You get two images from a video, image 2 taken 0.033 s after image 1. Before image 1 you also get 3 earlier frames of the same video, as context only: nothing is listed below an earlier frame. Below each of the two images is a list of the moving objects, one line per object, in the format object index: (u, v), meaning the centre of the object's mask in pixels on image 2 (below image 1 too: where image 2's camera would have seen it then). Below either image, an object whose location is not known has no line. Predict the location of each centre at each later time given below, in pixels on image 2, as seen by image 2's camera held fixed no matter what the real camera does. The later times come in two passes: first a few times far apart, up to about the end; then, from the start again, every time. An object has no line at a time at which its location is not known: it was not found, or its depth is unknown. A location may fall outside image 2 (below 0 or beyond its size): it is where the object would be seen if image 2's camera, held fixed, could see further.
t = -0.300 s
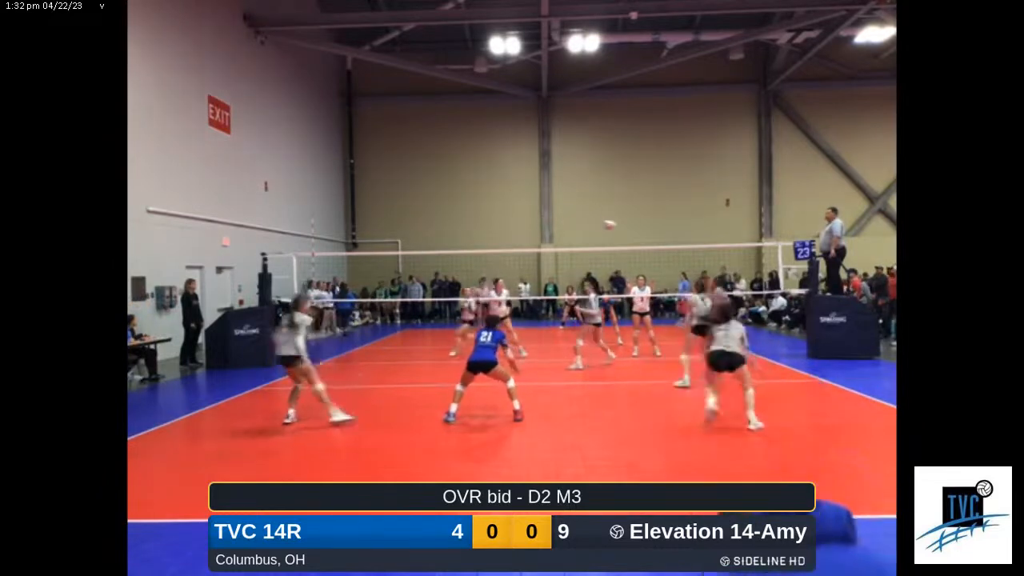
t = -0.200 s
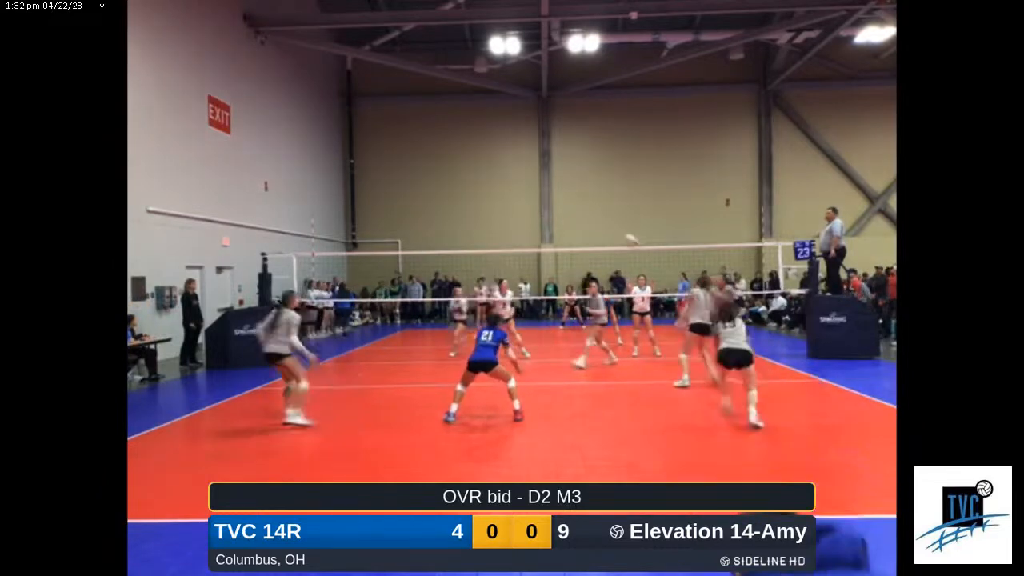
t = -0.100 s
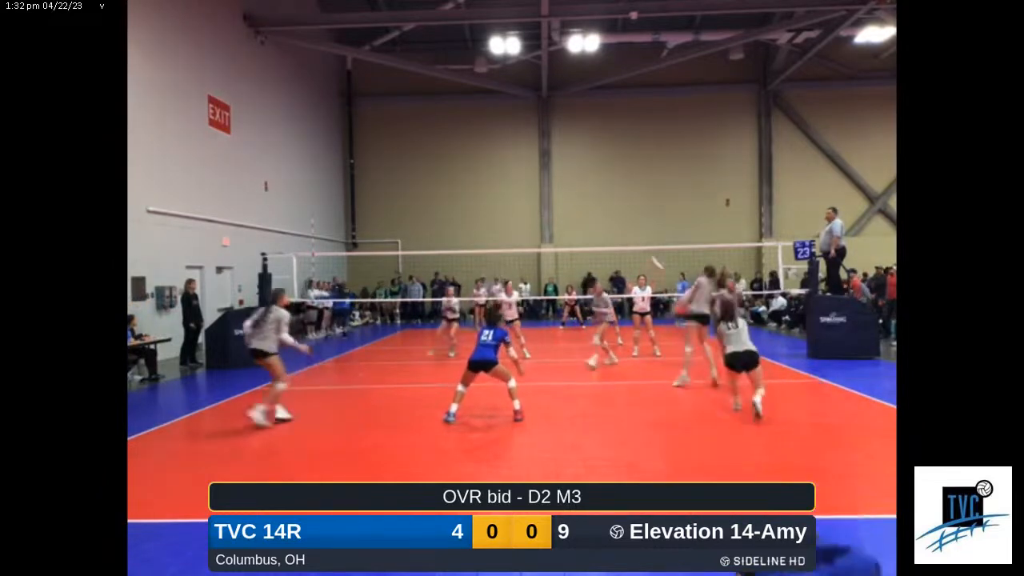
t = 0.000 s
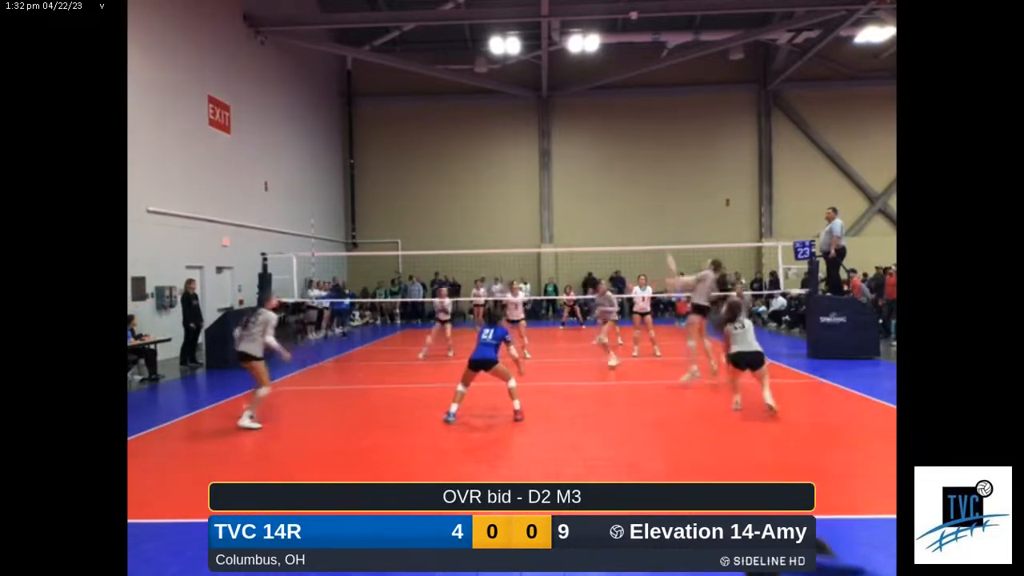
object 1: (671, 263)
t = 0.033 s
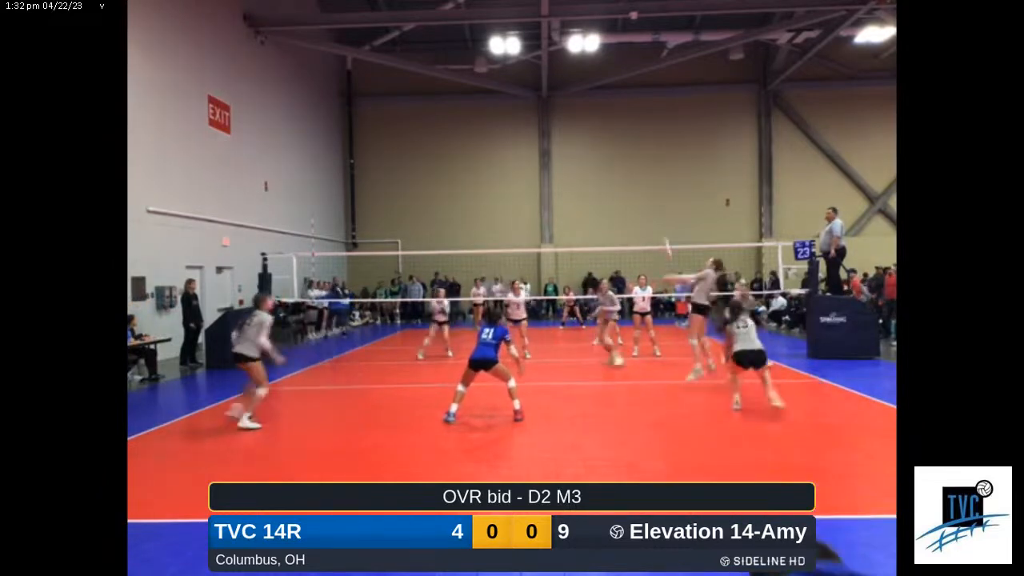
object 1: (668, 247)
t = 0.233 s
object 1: (645, 171)
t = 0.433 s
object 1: (628, 127)
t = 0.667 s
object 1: (612, 110)
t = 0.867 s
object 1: (600, 117)
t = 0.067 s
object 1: (663, 231)
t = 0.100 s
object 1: (659, 217)
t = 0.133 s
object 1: (656, 204)
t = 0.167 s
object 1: (653, 193)
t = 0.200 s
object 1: (650, 181)
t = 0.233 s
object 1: (645, 171)
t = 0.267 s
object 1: (641, 161)
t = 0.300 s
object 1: (638, 153)
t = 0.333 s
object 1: (636, 146)
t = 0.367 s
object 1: (633, 139)
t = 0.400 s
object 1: (631, 133)
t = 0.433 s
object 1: (628, 127)
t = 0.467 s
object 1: (626, 123)
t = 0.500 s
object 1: (623, 120)
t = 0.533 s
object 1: (620, 116)
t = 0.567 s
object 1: (618, 114)
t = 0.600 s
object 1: (616, 112)
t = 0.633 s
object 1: (614, 111)
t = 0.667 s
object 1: (612, 110)
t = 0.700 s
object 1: (609, 110)
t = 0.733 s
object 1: (607, 110)
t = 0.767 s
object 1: (605, 111)
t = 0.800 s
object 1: (604, 112)
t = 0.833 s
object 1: (602, 115)
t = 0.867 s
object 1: (600, 117)
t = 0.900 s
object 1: (598, 120)
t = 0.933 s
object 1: (597, 123)
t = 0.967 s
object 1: (595, 127)
